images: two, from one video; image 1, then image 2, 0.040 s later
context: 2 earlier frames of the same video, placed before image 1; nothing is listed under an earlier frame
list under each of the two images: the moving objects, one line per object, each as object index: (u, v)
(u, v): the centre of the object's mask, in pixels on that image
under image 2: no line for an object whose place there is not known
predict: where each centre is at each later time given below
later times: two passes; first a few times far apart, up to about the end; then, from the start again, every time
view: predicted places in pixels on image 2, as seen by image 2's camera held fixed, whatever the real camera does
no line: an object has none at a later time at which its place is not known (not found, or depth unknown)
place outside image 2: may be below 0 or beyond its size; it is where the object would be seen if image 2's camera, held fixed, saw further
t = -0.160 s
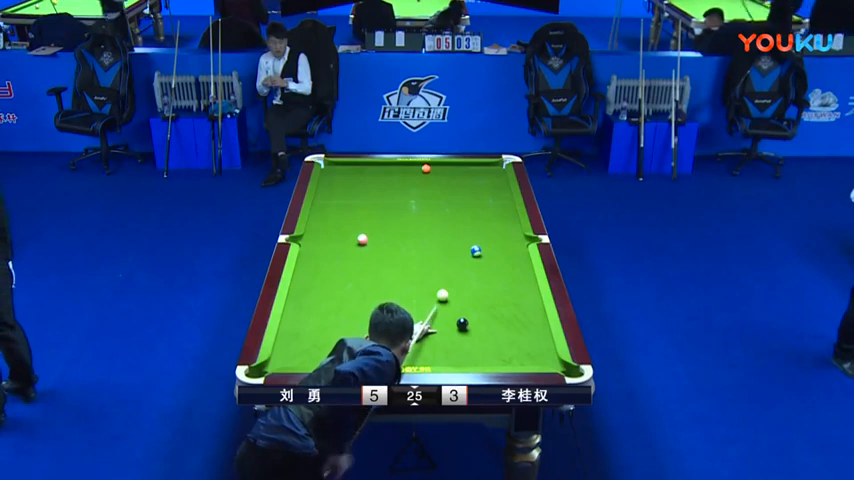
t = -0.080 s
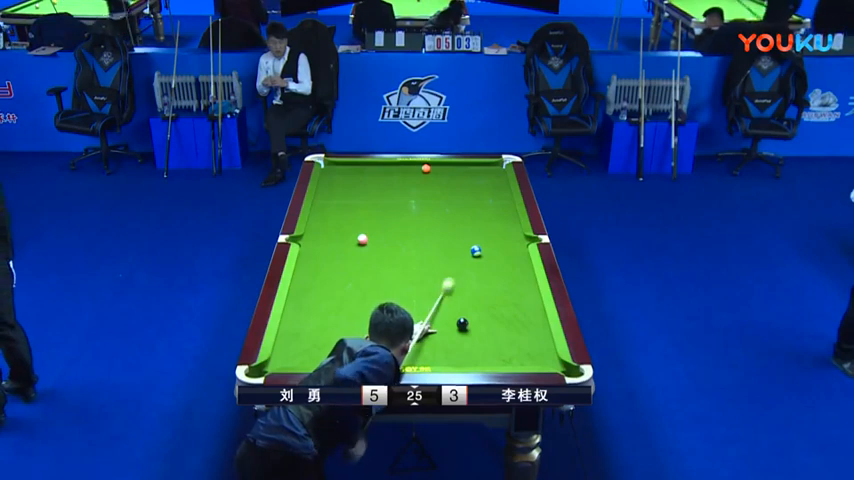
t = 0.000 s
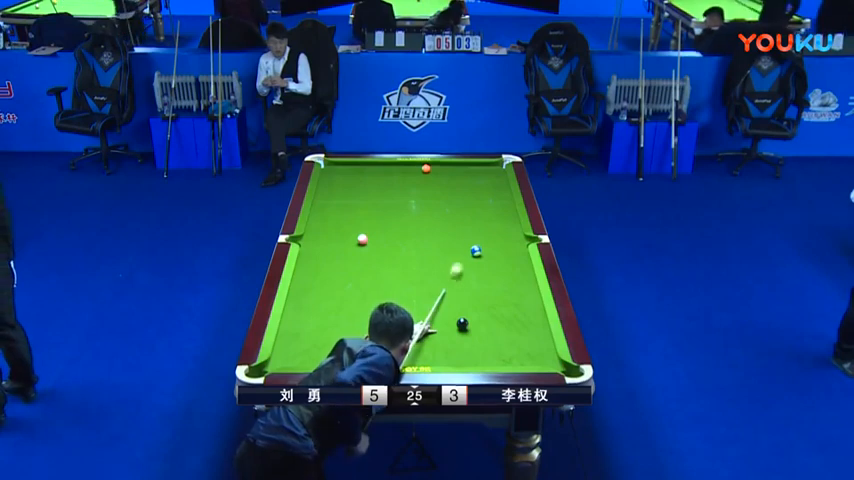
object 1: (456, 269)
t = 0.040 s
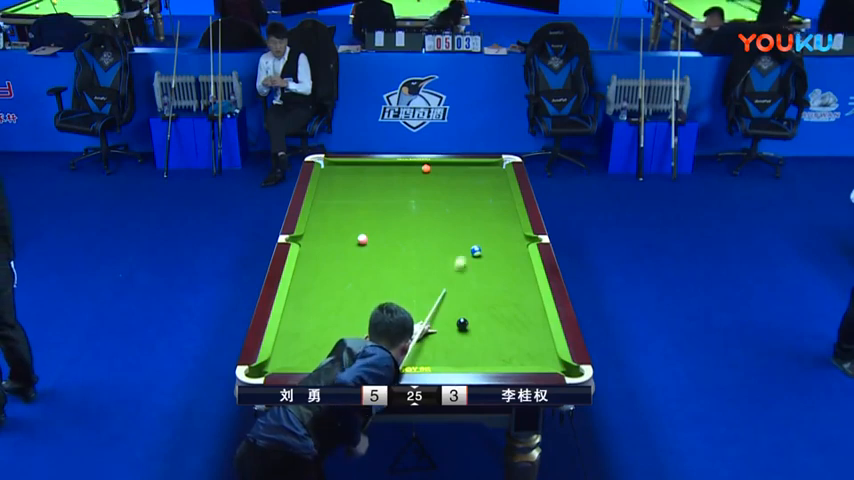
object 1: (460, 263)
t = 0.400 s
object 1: (441, 225)
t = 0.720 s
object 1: (420, 207)
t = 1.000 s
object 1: (405, 194)
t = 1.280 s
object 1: (391, 181)
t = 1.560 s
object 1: (379, 169)
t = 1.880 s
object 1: (362, 167)
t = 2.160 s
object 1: (346, 173)
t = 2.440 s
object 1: (329, 178)
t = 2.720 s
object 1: (326, 184)
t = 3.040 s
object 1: (336, 190)
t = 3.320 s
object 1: (344, 195)
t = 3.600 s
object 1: (353, 199)
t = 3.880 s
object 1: (361, 204)
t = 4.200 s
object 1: (369, 209)
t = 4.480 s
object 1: (375, 213)
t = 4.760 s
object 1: (382, 216)
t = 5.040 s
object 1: (388, 220)
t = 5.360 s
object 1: (394, 223)
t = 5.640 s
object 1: (398, 225)
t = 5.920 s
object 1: (402, 227)
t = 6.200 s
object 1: (405, 229)
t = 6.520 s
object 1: (408, 230)
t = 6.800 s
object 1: (410, 231)
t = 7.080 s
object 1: (411, 231)
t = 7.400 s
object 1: (411, 232)
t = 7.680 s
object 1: (411, 231)
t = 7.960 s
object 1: (411, 232)
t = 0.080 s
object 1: (464, 255)
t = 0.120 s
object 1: (464, 250)
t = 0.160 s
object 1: (460, 245)
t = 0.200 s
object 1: (456, 242)
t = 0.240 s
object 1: (453, 238)
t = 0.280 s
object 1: (450, 234)
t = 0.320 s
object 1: (447, 231)
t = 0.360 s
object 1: (444, 228)
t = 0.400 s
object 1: (441, 225)
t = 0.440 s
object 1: (438, 223)
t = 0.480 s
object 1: (435, 221)
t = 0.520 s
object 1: (433, 218)
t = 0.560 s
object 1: (430, 216)
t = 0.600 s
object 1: (428, 214)
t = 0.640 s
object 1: (425, 212)
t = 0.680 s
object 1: (423, 210)
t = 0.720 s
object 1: (420, 207)
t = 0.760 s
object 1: (418, 205)
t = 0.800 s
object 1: (416, 203)
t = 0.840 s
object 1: (414, 201)
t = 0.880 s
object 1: (411, 199)
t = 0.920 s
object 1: (409, 197)
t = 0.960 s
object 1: (407, 195)
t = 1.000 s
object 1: (405, 194)
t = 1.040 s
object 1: (403, 192)
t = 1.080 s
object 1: (401, 190)
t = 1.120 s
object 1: (399, 188)
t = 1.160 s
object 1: (397, 186)
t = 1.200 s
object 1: (395, 185)
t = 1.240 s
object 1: (393, 183)
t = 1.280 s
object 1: (391, 181)
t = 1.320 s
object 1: (389, 179)
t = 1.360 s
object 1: (387, 177)
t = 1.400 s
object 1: (386, 176)
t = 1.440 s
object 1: (384, 174)
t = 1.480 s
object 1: (382, 173)
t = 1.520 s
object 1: (381, 171)
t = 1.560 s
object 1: (379, 169)
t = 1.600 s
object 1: (377, 168)
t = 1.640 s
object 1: (376, 167)
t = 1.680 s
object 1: (374, 165)
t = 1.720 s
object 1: (372, 164)
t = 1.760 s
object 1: (370, 164)
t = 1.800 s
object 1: (367, 165)
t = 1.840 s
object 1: (365, 166)
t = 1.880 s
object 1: (362, 167)
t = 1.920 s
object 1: (360, 168)
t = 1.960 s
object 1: (358, 169)
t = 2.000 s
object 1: (355, 170)
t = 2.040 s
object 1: (353, 170)
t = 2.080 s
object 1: (350, 171)
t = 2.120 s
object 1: (348, 172)
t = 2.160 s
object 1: (346, 173)
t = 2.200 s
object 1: (343, 174)
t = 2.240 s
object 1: (341, 174)
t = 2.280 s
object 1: (339, 175)
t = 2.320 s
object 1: (336, 176)
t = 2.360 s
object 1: (334, 177)
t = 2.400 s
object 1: (331, 177)
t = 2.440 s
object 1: (329, 178)
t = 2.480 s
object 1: (327, 179)
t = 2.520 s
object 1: (325, 180)
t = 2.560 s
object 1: (322, 181)
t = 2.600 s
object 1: (322, 181)
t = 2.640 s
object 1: (324, 182)
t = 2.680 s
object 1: (325, 183)
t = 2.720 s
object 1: (326, 184)
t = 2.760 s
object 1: (327, 185)
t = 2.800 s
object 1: (329, 185)
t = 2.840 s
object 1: (330, 186)
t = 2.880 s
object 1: (331, 187)
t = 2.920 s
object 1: (332, 188)
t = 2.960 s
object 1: (334, 188)
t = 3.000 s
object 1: (335, 189)
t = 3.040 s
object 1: (336, 190)
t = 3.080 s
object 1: (337, 191)
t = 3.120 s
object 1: (338, 191)
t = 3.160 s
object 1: (340, 192)
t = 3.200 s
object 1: (341, 193)
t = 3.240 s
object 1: (342, 193)
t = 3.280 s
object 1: (343, 194)
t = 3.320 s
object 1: (344, 195)
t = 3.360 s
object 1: (346, 196)
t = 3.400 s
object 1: (347, 196)
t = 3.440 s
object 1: (348, 197)
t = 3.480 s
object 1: (349, 198)
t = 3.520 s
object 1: (350, 198)
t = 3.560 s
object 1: (352, 199)
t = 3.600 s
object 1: (353, 199)
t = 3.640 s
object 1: (354, 200)
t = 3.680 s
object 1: (355, 201)
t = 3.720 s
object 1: (356, 202)
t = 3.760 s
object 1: (357, 202)
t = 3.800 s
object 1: (358, 203)
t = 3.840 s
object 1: (359, 204)
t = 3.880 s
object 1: (361, 204)
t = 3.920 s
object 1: (361, 205)
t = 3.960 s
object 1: (363, 205)
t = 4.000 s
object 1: (364, 206)
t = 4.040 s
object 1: (365, 207)
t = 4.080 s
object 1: (366, 207)
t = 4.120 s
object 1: (367, 208)
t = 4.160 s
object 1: (368, 208)
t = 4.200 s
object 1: (369, 209)
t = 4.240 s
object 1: (370, 209)
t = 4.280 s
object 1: (371, 210)
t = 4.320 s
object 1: (372, 211)
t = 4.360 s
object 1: (373, 211)
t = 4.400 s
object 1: (374, 212)
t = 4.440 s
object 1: (374, 212)
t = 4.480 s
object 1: (375, 213)
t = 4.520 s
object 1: (377, 213)
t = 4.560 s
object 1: (378, 214)
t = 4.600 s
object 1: (378, 214)
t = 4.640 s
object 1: (379, 215)
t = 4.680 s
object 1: (380, 215)
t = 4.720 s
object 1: (381, 216)
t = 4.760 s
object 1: (382, 216)
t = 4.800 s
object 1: (383, 217)
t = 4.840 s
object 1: (384, 217)
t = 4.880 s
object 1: (385, 218)
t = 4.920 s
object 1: (385, 218)
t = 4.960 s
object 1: (386, 219)
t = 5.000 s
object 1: (387, 219)
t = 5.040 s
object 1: (388, 220)
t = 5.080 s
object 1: (389, 220)
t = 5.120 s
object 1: (389, 221)
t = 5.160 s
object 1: (390, 221)
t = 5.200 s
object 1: (391, 221)
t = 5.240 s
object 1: (392, 222)
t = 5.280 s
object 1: (393, 222)
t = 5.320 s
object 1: (393, 222)
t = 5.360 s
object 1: (394, 223)
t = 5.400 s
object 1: (394, 223)
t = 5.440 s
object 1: (395, 224)
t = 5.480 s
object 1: (396, 224)
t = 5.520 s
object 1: (396, 224)
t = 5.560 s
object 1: (397, 225)
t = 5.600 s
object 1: (398, 225)
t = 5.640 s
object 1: (398, 225)
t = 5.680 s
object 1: (399, 226)
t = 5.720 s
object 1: (400, 226)
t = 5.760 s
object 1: (400, 226)
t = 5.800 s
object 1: (401, 226)
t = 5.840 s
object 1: (401, 227)
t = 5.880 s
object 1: (402, 227)
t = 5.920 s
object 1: (402, 227)
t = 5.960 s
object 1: (402, 228)
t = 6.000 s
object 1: (403, 228)
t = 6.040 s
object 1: (404, 228)
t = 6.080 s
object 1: (404, 228)
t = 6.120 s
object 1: (405, 228)
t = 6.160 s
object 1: (405, 229)
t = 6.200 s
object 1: (405, 229)
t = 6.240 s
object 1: (406, 229)
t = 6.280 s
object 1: (406, 229)
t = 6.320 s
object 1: (407, 230)
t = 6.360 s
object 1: (407, 230)
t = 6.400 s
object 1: (407, 230)
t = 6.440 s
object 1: (408, 230)
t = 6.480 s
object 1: (408, 230)
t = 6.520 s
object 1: (408, 230)
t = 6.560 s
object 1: (408, 230)
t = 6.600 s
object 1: (409, 231)
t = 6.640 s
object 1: (409, 231)
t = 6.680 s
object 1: (409, 231)
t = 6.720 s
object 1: (409, 231)
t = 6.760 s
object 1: (410, 231)
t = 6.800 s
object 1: (410, 231)
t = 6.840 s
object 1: (410, 231)
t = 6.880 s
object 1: (410, 231)
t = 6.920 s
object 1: (410, 231)
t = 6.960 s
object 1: (411, 231)
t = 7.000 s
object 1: (411, 231)
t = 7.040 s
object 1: (411, 231)
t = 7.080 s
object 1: (411, 231)
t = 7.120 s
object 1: (411, 231)
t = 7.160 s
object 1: (411, 231)
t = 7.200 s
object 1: (411, 231)
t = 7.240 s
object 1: (411, 231)
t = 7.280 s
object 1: (411, 231)
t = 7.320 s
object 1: (411, 232)
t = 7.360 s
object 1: (411, 232)
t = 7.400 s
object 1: (411, 232)
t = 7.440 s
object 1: (411, 232)
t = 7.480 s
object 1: (411, 232)
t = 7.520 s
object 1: (411, 232)
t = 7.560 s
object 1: (411, 232)
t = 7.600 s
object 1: (411, 232)
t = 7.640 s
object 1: (411, 232)
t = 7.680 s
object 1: (411, 231)
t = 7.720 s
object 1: (411, 232)
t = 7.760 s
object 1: (411, 232)
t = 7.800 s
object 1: (411, 231)
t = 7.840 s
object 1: (411, 231)
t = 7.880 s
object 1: (411, 232)
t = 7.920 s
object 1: (411, 232)
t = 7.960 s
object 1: (411, 232)
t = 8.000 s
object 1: (411, 231)
